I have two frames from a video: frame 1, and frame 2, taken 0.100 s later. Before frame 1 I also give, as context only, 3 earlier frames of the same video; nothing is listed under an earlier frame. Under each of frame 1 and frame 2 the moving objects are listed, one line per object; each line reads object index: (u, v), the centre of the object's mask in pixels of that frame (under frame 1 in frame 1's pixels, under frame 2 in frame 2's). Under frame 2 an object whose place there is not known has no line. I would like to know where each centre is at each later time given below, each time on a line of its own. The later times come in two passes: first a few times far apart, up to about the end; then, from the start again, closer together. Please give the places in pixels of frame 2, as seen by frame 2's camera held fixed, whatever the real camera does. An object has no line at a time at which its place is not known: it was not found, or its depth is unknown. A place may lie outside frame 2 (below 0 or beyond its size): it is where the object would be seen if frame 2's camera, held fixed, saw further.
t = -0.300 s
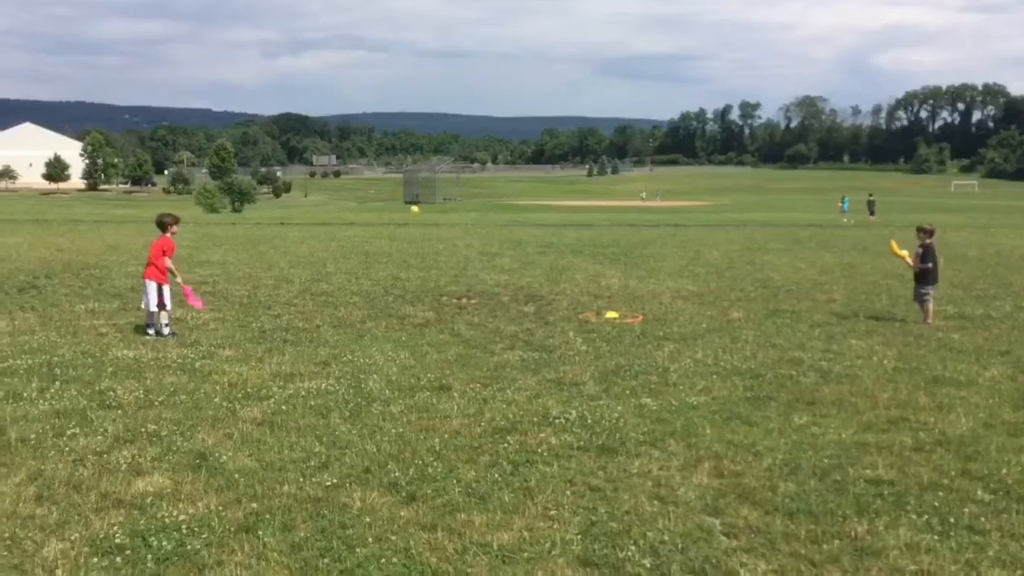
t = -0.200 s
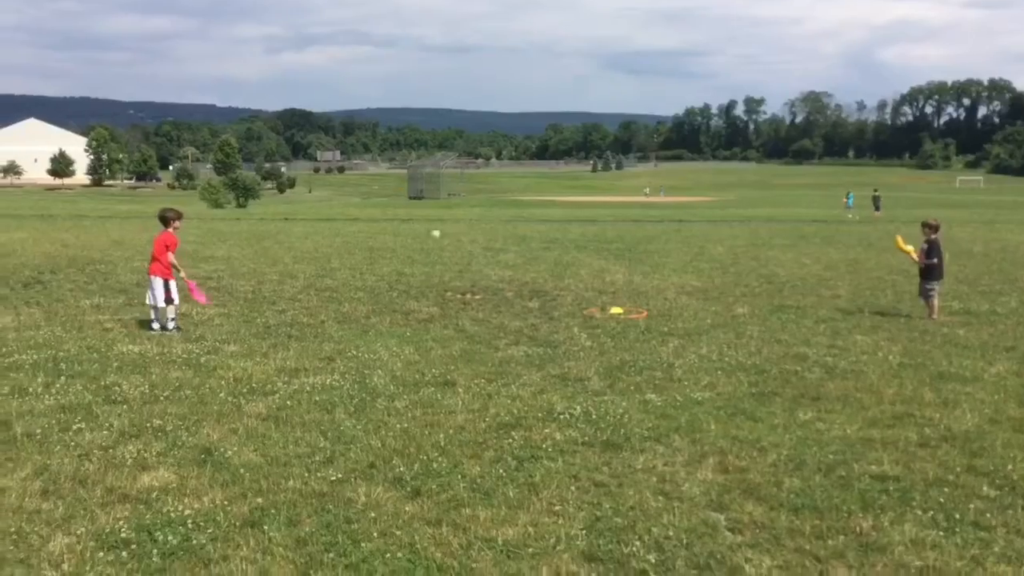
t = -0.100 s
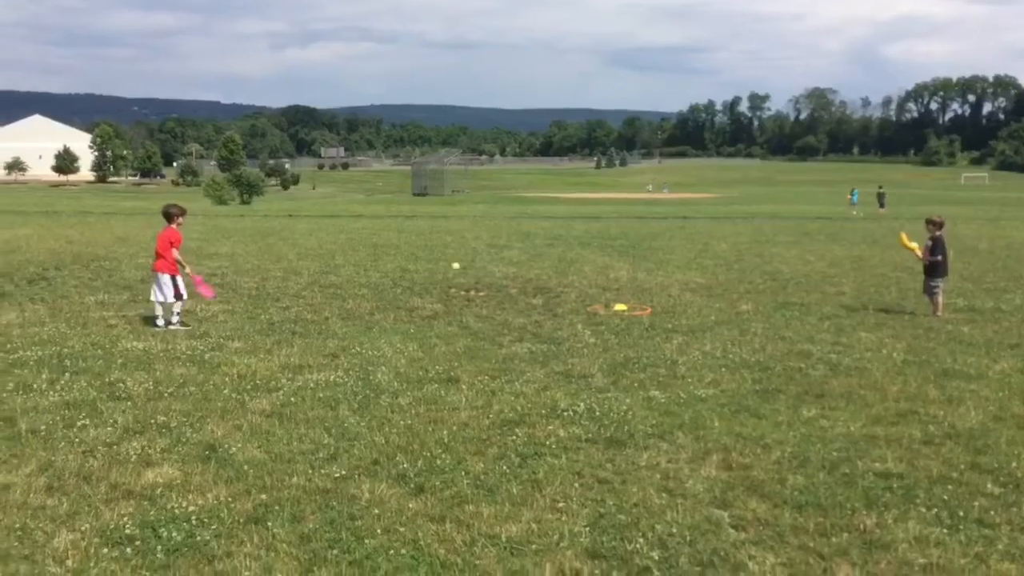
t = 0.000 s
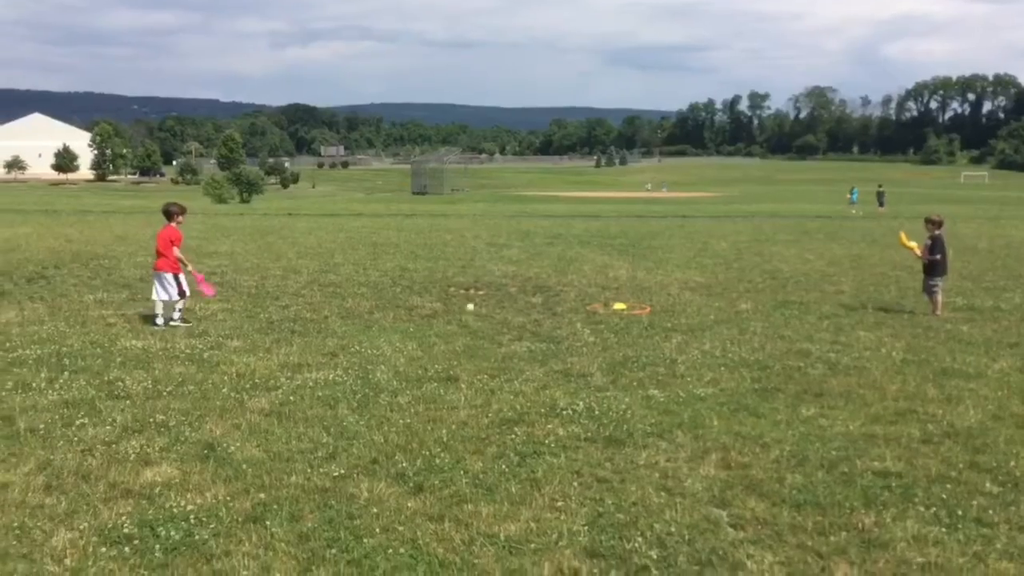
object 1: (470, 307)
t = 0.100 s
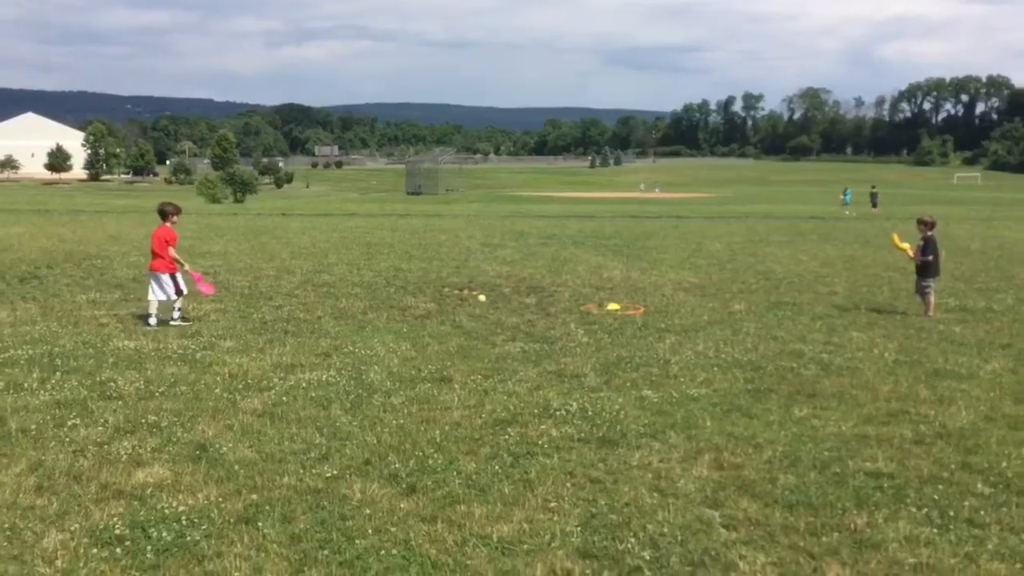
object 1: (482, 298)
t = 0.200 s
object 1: (499, 289)
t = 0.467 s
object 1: (547, 303)
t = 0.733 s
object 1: (586, 312)
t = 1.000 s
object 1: (616, 313)
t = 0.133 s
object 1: (487, 294)
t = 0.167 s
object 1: (494, 290)
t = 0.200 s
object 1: (499, 289)
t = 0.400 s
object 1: (535, 294)
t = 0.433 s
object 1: (541, 298)
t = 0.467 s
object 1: (547, 303)
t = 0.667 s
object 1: (577, 310)
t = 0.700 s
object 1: (581, 311)
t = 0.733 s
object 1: (586, 312)
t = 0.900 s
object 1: (605, 311)
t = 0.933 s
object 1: (609, 311)
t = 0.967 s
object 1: (612, 313)
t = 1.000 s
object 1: (616, 313)
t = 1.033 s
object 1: (619, 314)
